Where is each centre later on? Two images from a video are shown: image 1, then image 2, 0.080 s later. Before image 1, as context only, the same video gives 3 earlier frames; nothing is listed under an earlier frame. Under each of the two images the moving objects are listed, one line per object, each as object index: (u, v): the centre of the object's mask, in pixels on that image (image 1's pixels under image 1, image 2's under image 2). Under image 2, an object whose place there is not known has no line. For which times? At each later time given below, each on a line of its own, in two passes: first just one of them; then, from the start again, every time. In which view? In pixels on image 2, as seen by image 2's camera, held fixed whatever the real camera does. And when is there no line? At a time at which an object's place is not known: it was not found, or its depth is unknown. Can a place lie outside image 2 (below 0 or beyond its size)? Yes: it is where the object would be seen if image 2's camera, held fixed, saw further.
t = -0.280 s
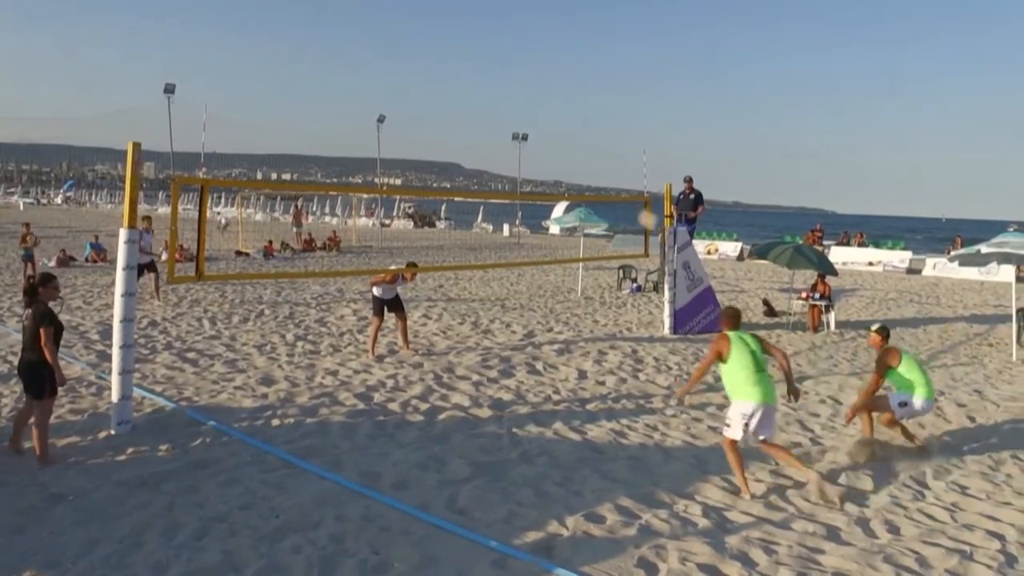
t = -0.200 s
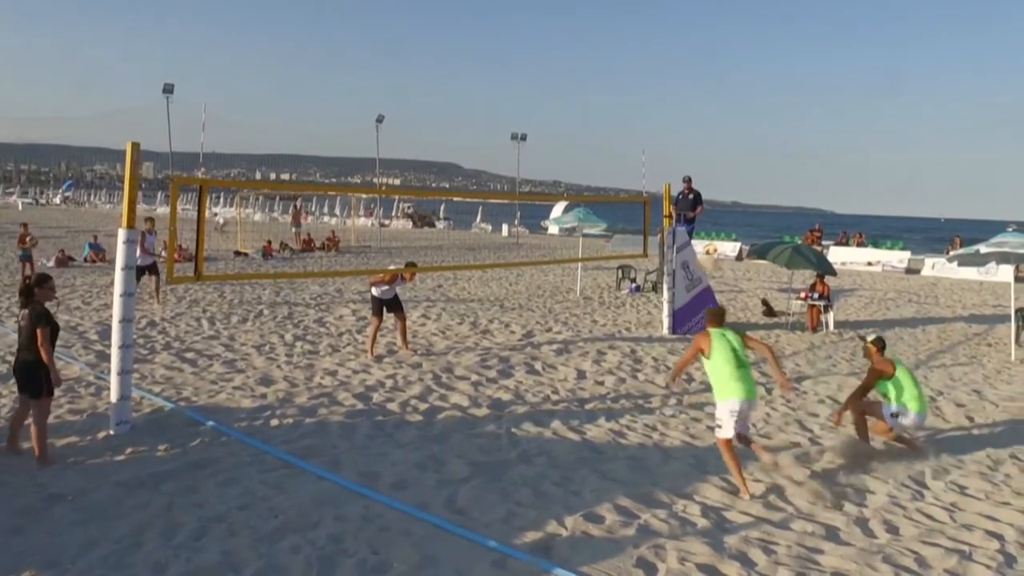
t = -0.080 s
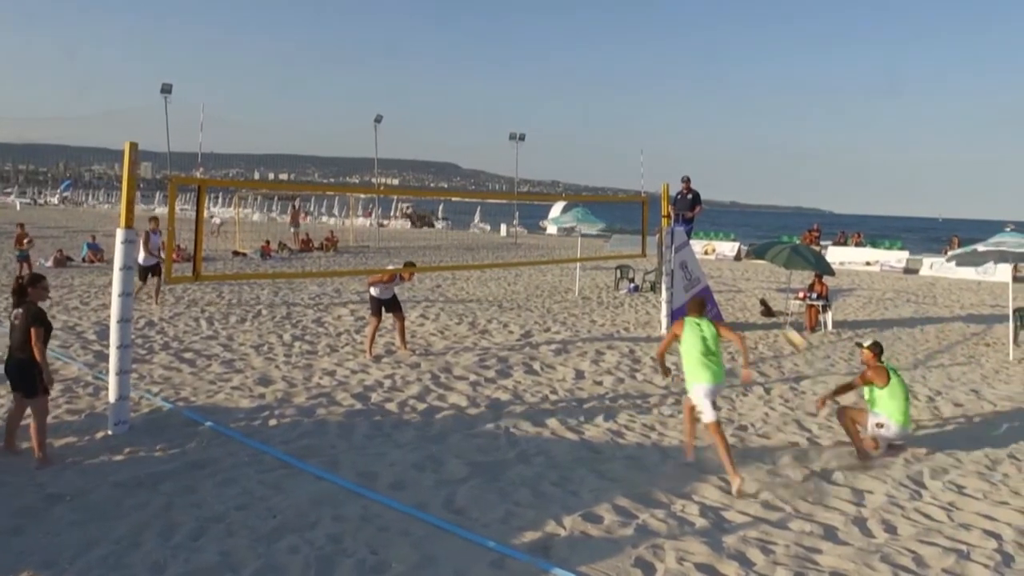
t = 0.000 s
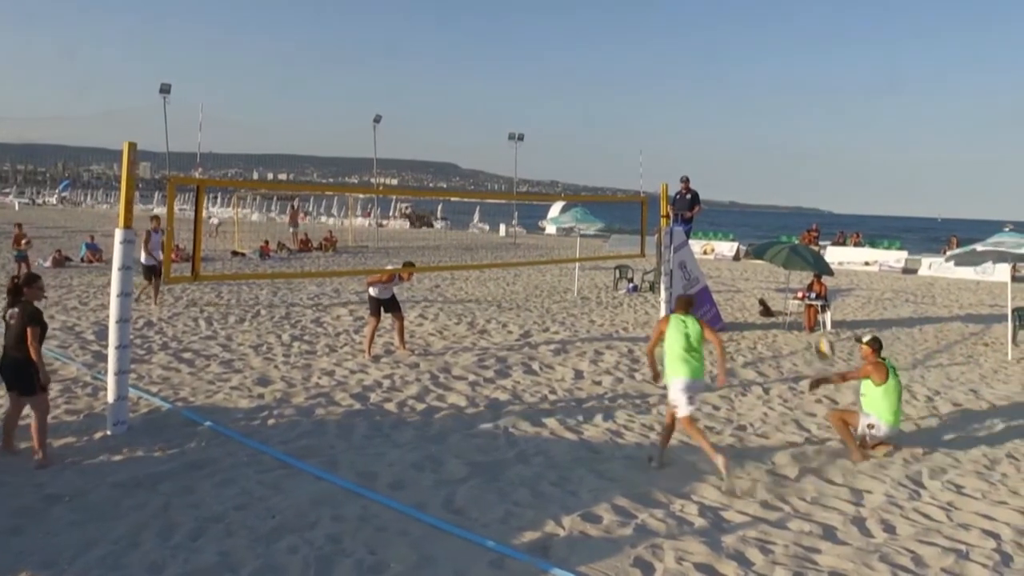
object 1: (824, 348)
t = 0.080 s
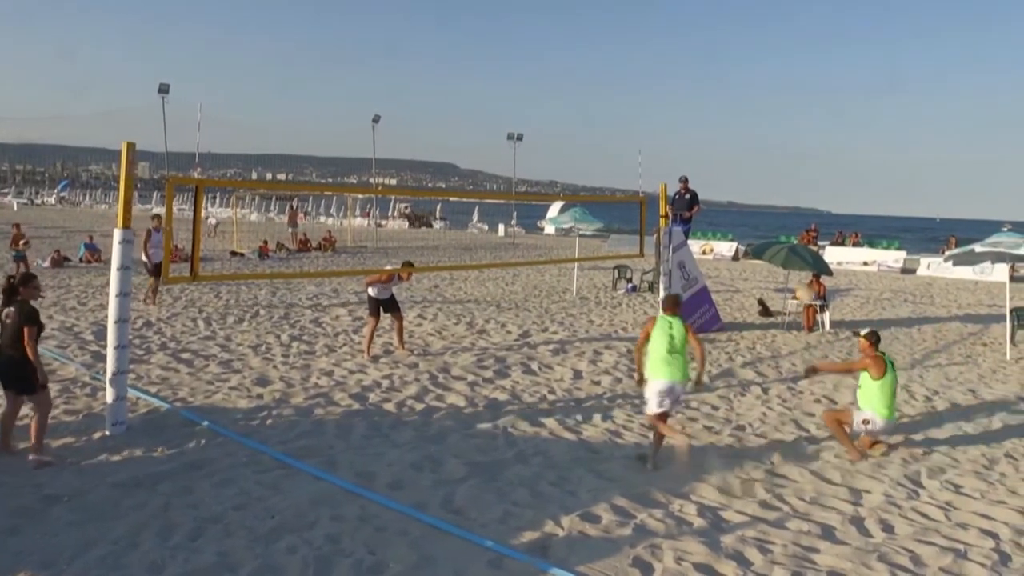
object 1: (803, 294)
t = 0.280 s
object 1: (758, 181)
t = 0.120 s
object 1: (794, 264)
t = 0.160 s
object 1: (785, 242)
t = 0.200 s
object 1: (774, 220)
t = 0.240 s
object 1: (768, 199)
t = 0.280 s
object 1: (758, 181)
